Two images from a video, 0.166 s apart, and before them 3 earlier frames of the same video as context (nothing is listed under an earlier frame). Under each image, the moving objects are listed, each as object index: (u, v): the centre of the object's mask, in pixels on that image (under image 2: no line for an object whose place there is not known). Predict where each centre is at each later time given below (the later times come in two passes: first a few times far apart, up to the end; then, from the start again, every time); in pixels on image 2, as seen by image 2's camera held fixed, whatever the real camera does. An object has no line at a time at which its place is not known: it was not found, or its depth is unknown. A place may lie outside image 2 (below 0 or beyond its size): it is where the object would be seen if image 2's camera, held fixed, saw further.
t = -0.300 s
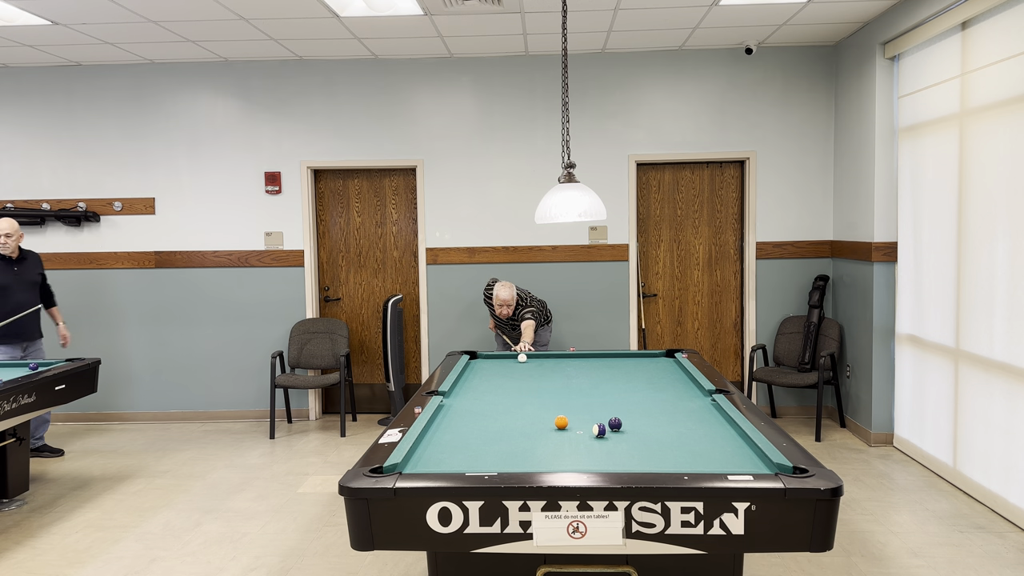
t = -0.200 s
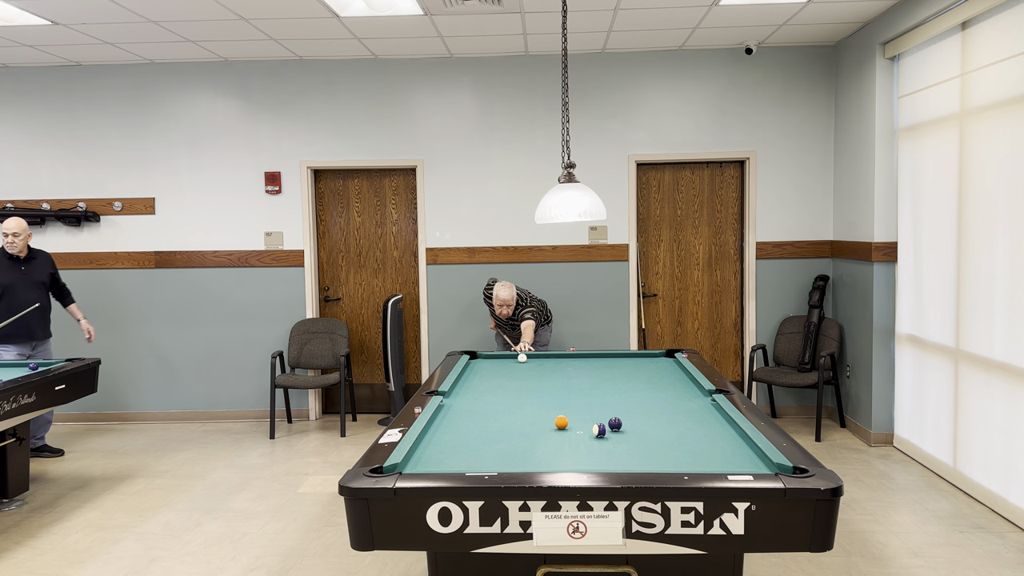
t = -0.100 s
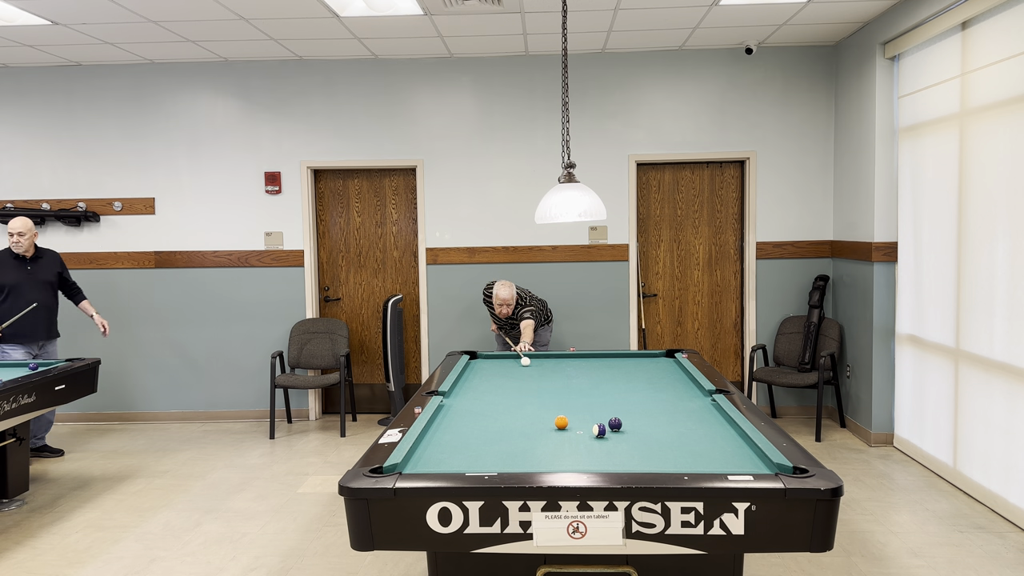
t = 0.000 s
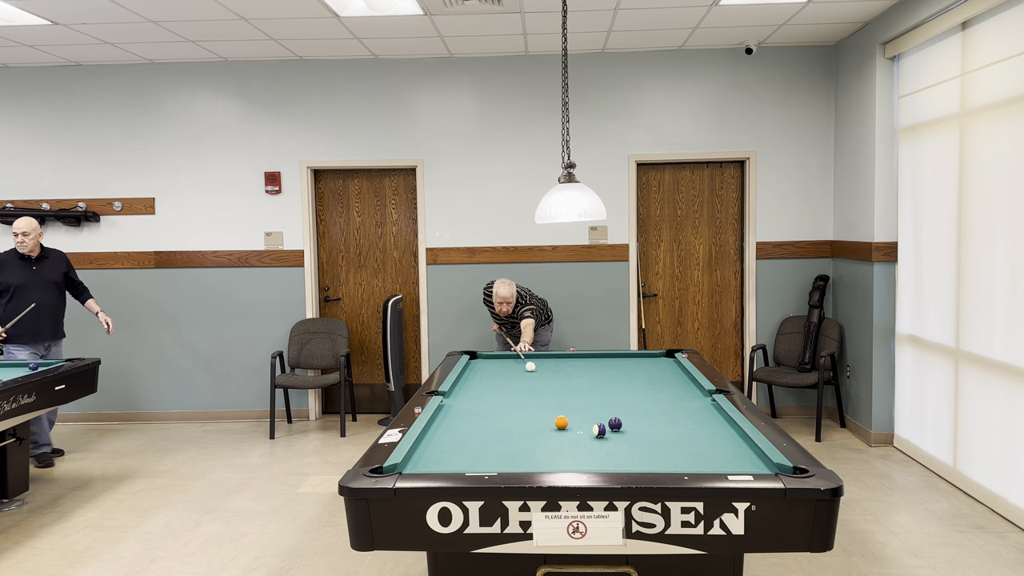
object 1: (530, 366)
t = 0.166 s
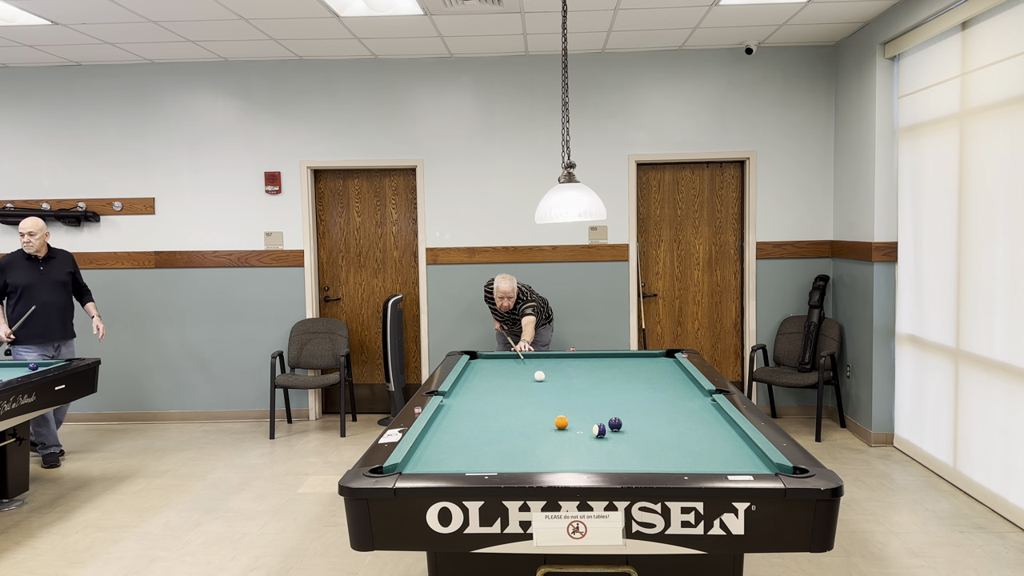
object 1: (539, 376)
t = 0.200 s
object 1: (541, 378)
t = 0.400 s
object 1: (554, 391)
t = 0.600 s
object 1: (570, 407)
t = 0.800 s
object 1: (587, 426)
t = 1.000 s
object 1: (564, 437)
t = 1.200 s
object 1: (541, 450)
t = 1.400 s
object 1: (517, 462)
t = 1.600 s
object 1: (496, 463)
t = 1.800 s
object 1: (481, 459)
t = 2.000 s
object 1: (467, 454)
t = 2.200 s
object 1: (454, 449)
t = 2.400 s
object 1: (442, 445)
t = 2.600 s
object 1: (431, 440)
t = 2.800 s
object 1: (425, 437)
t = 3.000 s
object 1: (433, 434)
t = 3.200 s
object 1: (440, 432)
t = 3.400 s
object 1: (447, 430)
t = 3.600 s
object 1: (453, 428)
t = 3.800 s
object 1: (458, 426)
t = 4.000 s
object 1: (463, 425)
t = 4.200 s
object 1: (467, 423)
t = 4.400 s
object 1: (471, 422)
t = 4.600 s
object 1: (474, 422)
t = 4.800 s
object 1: (476, 421)
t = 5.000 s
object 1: (478, 420)
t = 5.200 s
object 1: (478, 420)
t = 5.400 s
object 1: (478, 420)
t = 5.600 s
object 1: (478, 420)
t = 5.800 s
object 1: (478, 420)
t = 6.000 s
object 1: (478, 420)
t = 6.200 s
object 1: (478, 420)
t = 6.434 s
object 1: (478, 420)
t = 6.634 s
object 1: (478, 420)
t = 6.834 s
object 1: (478, 420)
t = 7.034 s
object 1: (478, 420)
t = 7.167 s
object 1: (478, 420)
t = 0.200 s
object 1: (541, 378)
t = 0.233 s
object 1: (543, 380)
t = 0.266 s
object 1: (545, 382)
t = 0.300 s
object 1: (547, 384)
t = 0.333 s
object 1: (550, 387)
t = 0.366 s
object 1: (552, 389)
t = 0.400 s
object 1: (554, 391)
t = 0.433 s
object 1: (557, 394)
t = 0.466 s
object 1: (559, 396)
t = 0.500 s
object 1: (562, 399)
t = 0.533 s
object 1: (564, 402)
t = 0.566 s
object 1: (567, 405)
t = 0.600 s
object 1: (570, 407)
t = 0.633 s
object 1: (573, 410)
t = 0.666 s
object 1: (576, 413)
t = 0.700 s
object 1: (579, 417)
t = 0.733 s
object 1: (582, 420)
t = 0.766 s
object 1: (585, 423)
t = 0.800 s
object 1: (587, 426)
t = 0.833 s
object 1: (585, 429)
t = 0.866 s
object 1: (580, 430)
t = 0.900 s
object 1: (575, 432)
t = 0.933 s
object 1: (571, 433)
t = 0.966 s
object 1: (568, 435)
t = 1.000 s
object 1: (564, 437)
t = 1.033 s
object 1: (560, 439)
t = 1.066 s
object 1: (557, 441)
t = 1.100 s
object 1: (553, 443)
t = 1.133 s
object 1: (549, 445)
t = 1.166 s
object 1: (545, 447)
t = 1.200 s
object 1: (541, 450)
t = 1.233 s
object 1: (538, 452)
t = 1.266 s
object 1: (533, 454)
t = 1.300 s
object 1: (529, 456)
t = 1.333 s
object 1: (525, 459)
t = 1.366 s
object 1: (521, 461)
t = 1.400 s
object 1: (517, 462)
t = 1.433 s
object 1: (512, 464)
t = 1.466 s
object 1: (508, 465)
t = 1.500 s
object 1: (504, 465)
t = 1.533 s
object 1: (502, 465)
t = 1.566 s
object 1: (499, 464)
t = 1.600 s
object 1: (496, 463)
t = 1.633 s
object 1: (494, 463)
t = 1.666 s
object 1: (491, 462)
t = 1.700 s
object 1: (488, 461)
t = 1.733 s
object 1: (486, 461)
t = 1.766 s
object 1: (483, 460)
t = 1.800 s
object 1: (481, 459)
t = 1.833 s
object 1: (478, 458)
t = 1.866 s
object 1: (476, 457)
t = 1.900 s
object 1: (473, 456)
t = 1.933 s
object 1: (471, 455)
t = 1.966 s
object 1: (469, 455)
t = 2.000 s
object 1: (467, 454)
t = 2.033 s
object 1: (464, 453)
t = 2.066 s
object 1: (462, 452)
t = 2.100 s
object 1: (460, 451)
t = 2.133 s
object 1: (458, 451)
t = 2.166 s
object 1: (456, 450)
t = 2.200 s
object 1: (454, 449)
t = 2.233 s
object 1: (452, 448)
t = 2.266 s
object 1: (450, 447)
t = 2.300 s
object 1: (448, 447)
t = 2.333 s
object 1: (446, 446)
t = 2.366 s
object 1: (444, 445)
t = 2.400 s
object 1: (442, 445)
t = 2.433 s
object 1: (440, 444)
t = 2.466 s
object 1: (439, 443)
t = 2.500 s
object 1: (437, 443)
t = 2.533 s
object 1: (435, 442)
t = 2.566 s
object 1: (433, 441)
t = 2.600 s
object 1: (431, 440)
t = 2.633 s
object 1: (430, 440)
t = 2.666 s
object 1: (428, 439)
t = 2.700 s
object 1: (427, 439)
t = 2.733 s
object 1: (425, 438)
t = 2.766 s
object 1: (424, 437)
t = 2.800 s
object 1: (425, 437)
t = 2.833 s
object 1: (426, 436)
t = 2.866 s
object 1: (428, 436)
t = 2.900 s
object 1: (429, 436)
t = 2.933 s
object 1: (430, 435)
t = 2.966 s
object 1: (432, 435)
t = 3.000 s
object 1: (433, 434)
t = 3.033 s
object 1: (434, 434)
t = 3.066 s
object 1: (435, 433)
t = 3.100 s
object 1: (437, 433)
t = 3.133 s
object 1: (438, 433)
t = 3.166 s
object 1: (439, 432)
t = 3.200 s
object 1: (440, 432)
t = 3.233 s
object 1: (441, 431)
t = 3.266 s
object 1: (442, 431)
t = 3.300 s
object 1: (444, 431)
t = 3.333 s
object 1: (445, 430)
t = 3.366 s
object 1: (446, 430)
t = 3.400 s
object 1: (447, 430)
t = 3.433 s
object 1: (448, 429)
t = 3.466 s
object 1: (449, 429)
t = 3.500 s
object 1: (450, 429)
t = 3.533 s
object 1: (451, 428)
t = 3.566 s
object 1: (452, 428)
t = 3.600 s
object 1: (453, 428)
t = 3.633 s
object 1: (454, 427)
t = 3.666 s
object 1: (455, 427)
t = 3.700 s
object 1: (456, 427)
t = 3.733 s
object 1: (457, 427)
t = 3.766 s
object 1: (457, 426)
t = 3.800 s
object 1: (458, 426)
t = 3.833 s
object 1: (459, 426)
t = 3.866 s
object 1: (460, 425)
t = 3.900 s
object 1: (461, 425)
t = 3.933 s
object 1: (461, 425)
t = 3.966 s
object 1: (462, 425)
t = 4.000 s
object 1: (463, 425)
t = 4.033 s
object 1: (464, 424)
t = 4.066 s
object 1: (464, 424)
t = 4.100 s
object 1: (465, 424)
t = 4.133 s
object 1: (466, 424)
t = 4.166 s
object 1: (467, 424)
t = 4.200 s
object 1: (467, 423)
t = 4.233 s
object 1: (468, 423)
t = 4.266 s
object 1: (469, 423)
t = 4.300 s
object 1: (469, 423)
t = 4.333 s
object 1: (470, 423)
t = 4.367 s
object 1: (470, 423)
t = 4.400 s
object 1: (471, 422)
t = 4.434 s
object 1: (472, 422)
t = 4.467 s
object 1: (472, 422)
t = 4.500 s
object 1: (472, 422)
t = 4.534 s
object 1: (473, 422)
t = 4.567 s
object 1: (473, 422)
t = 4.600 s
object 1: (474, 422)
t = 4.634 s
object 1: (474, 422)
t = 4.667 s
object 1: (475, 421)
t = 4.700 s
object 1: (475, 421)
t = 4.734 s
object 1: (475, 421)
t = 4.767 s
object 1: (476, 421)
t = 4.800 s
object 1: (476, 421)
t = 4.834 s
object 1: (476, 421)
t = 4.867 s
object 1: (477, 421)
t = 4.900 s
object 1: (477, 421)
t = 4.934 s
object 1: (477, 421)
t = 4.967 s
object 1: (478, 421)
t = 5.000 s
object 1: (478, 420)
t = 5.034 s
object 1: (478, 420)
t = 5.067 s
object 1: (478, 420)
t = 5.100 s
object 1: (478, 420)
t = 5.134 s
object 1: (478, 420)
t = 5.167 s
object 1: (478, 420)
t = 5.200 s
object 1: (478, 420)
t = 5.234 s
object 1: (478, 420)
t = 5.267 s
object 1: (478, 420)
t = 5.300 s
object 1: (478, 420)
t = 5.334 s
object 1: (478, 420)
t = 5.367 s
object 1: (478, 420)
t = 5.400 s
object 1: (478, 420)
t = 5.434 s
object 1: (478, 420)
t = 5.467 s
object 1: (478, 420)
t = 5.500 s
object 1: (478, 420)
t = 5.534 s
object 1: (478, 420)
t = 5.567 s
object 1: (478, 420)
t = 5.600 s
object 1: (478, 420)
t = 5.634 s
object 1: (478, 420)
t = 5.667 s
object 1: (478, 420)
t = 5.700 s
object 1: (478, 420)
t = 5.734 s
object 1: (478, 420)
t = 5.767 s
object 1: (478, 420)
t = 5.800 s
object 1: (478, 420)
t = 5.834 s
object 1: (478, 420)
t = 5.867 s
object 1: (478, 420)
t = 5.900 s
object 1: (478, 420)
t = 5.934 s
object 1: (478, 420)
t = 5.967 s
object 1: (478, 420)
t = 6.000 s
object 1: (478, 420)
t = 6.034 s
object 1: (478, 420)
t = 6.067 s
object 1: (478, 420)
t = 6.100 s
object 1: (478, 420)
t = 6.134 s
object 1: (478, 420)
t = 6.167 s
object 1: (478, 420)
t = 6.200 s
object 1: (478, 420)
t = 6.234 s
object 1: (478, 420)
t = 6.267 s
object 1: (478, 420)
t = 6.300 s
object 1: (478, 420)
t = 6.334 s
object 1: (478, 420)
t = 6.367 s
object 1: (478, 420)
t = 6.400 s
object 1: (478, 420)
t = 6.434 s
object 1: (478, 420)
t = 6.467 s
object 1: (478, 420)
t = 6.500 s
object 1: (478, 420)
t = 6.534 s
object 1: (478, 420)
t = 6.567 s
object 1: (478, 420)
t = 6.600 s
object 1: (478, 420)
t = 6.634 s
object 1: (478, 420)
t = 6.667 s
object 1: (478, 420)
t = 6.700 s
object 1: (478, 420)
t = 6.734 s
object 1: (478, 420)
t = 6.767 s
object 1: (478, 420)
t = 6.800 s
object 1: (478, 420)
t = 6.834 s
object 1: (478, 420)
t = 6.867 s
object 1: (478, 420)
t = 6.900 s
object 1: (478, 420)
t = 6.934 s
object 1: (478, 420)
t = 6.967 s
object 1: (478, 420)
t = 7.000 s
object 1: (478, 420)
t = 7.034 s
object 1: (478, 420)
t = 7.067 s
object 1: (478, 420)
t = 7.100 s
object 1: (478, 420)
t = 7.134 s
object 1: (478, 420)
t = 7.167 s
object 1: (478, 420)
